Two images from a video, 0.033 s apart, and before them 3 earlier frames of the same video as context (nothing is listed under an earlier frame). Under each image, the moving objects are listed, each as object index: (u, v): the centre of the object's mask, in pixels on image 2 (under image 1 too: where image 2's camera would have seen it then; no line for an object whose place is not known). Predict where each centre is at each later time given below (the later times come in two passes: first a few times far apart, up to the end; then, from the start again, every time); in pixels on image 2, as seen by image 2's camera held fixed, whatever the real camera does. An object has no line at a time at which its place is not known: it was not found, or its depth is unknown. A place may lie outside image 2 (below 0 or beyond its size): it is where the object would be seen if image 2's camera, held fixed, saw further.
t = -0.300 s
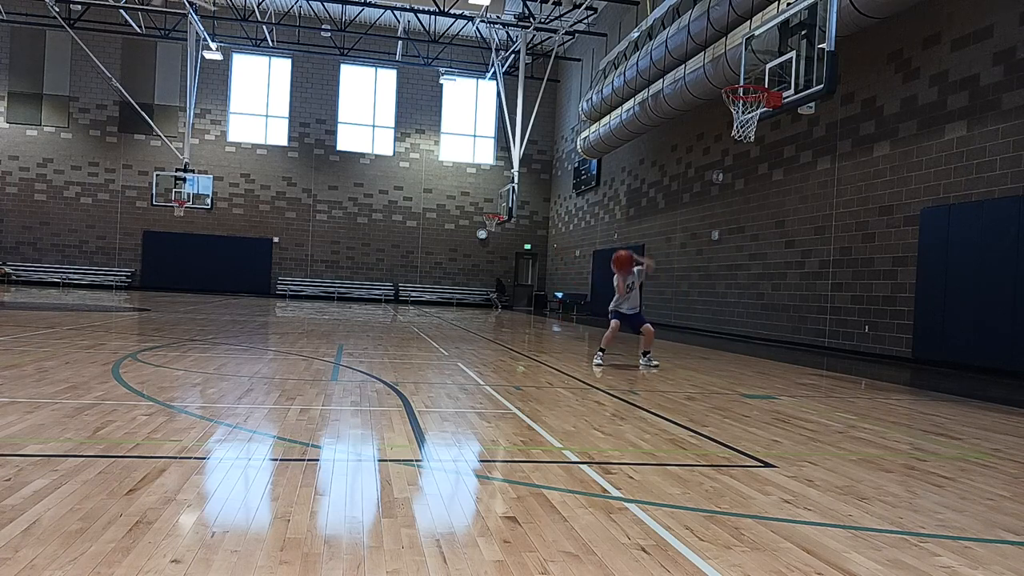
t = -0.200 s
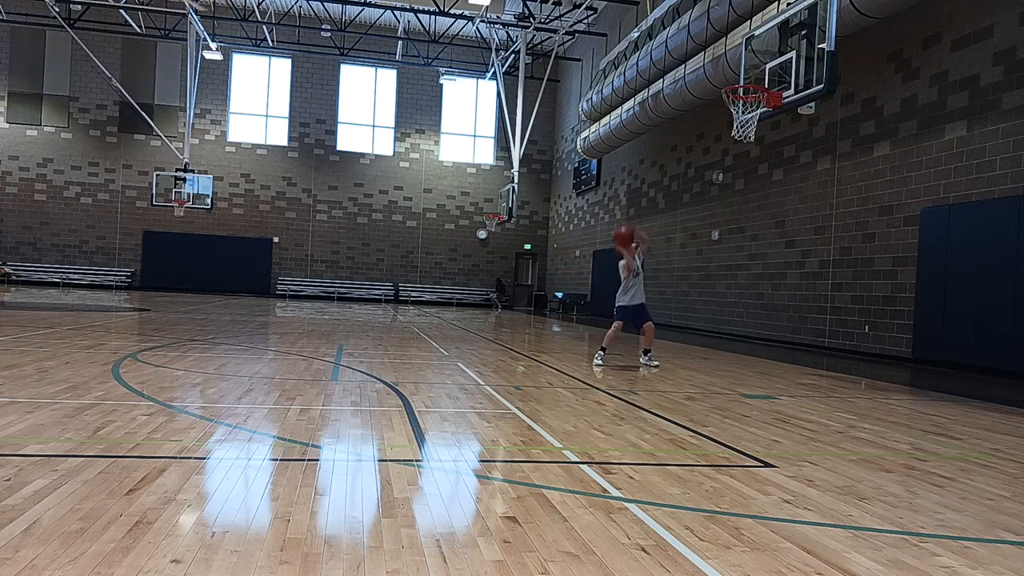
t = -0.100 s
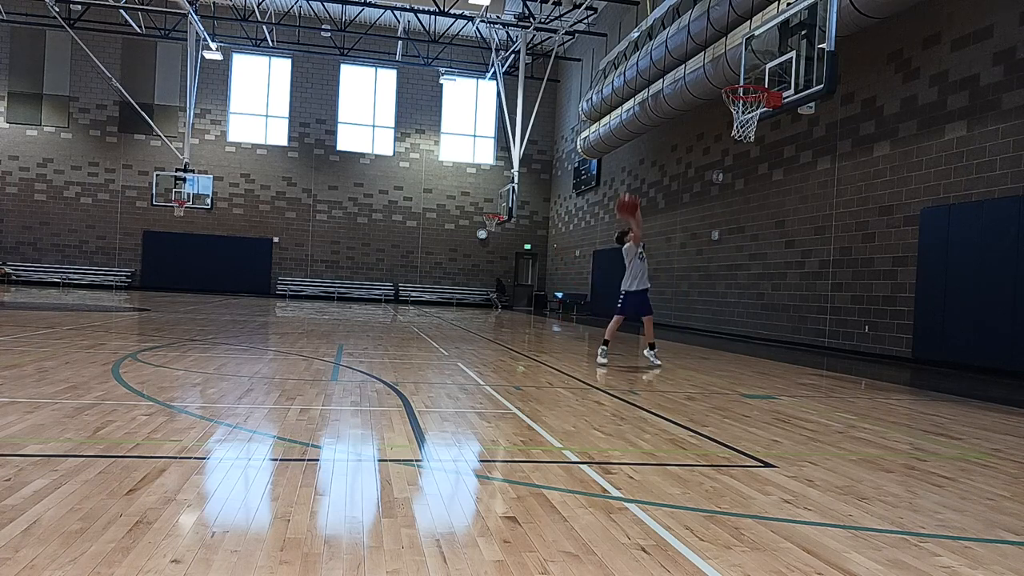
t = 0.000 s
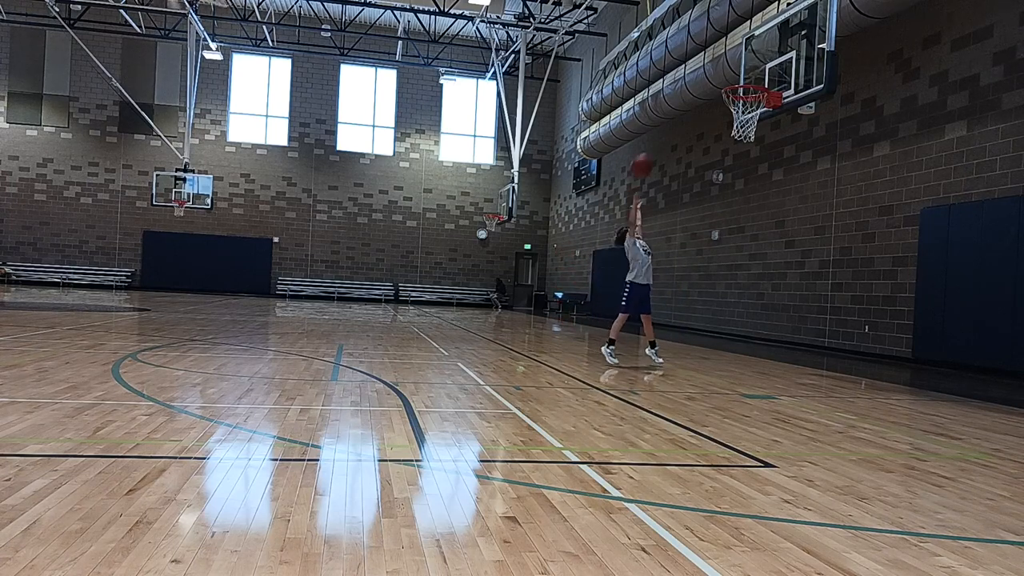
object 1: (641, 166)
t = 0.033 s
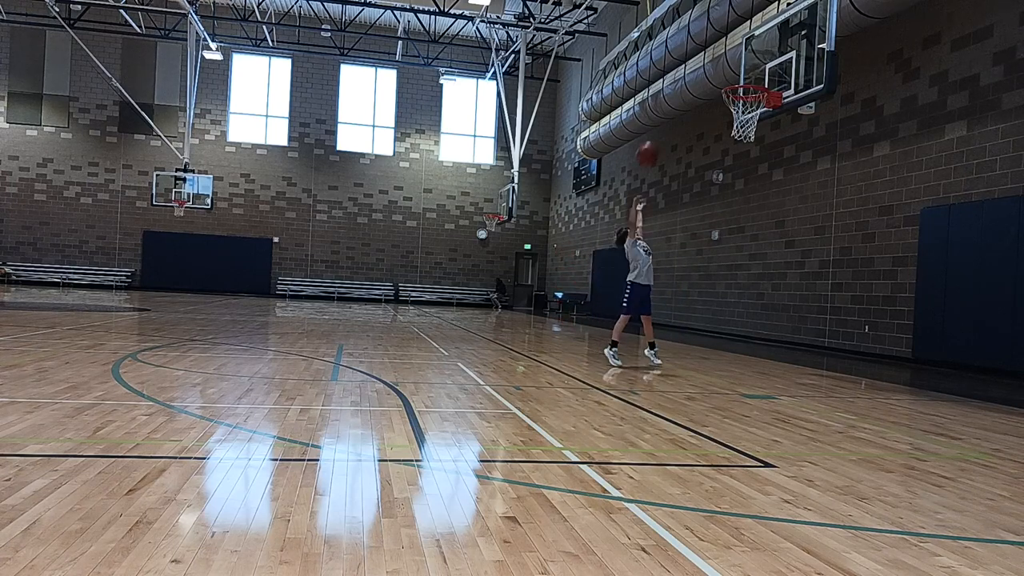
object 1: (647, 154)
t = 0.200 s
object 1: (675, 110)
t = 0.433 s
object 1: (710, 90)
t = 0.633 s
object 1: (692, 109)
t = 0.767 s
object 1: (676, 139)
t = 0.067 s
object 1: (652, 143)
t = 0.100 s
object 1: (658, 133)
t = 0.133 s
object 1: (664, 125)
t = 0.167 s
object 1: (670, 117)
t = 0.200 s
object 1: (675, 110)
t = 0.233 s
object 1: (680, 104)
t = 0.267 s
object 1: (685, 100)
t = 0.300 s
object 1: (690, 96)
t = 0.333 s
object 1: (695, 92)
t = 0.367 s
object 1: (701, 91)
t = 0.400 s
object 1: (706, 90)
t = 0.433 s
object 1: (710, 90)
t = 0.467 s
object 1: (710, 91)
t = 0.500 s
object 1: (707, 93)
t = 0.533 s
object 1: (703, 95)
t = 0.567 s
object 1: (700, 99)
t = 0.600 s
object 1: (696, 103)
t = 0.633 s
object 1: (692, 109)
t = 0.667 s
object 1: (688, 115)
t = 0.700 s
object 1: (684, 122)
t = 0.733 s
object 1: (680, 130)
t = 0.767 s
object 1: (676, 139)
